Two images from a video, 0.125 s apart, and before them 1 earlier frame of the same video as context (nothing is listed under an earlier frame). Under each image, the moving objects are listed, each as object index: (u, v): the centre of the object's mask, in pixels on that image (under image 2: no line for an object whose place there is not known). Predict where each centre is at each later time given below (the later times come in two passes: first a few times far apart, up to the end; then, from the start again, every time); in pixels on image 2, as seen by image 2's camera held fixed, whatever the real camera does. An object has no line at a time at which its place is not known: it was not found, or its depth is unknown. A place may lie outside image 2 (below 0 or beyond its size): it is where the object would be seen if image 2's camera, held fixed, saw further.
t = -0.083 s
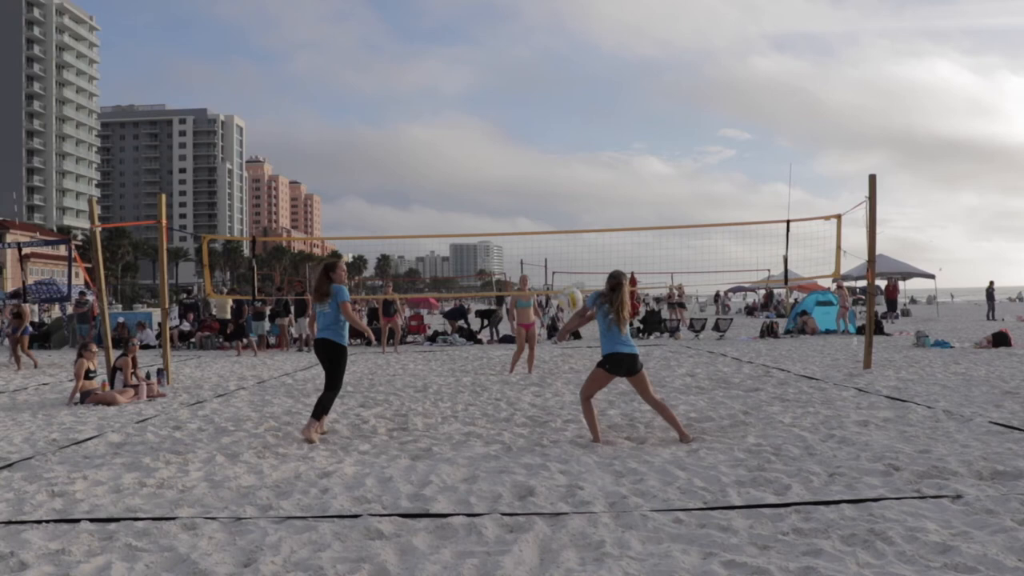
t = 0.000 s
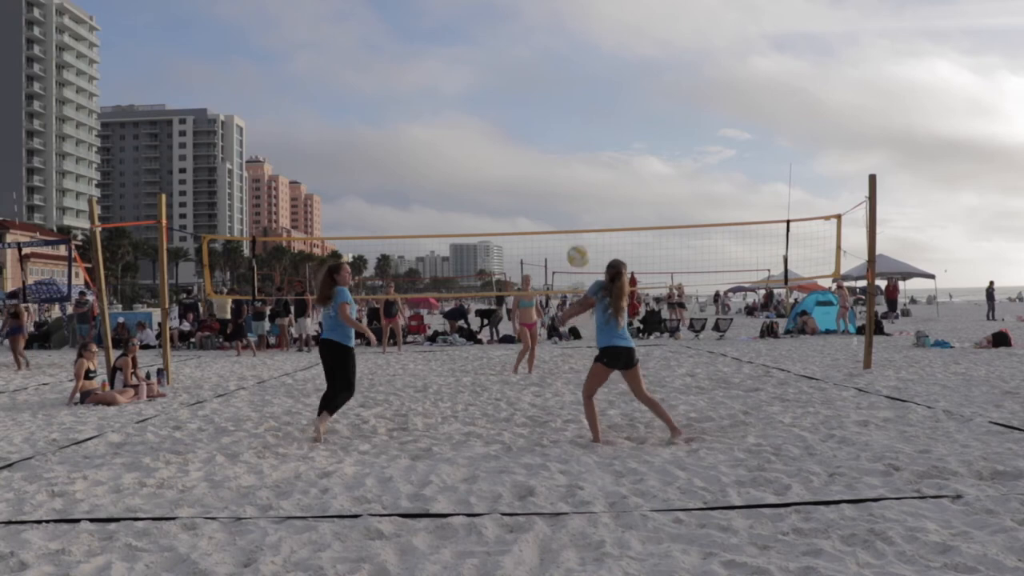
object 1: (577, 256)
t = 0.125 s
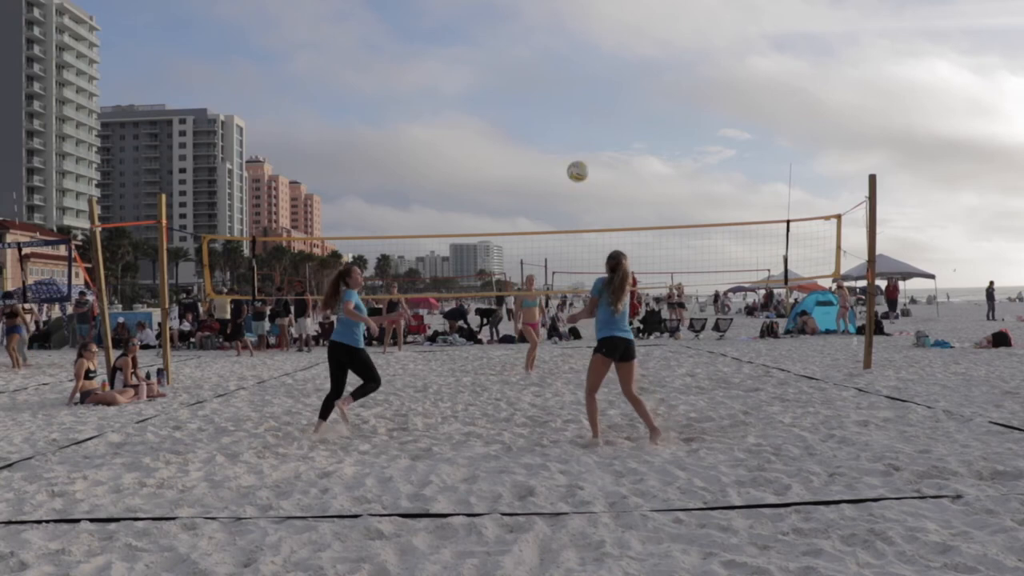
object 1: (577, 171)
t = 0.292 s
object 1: (577, 95)
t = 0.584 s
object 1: (580, 39)
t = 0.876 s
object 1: (582, 52)
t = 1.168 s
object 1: (587, 116)
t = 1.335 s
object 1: (591, 172)
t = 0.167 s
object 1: (577, 149)
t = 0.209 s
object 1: (577, 128)
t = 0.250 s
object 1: (577, 111)
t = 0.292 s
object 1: (577, 95)
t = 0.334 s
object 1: (578, 82)
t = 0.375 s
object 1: (578, 70)
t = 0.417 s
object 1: (578, 61)
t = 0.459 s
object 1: (578, 53)
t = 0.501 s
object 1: (579, 47)
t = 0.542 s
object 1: (579, 42)
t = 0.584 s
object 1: (580, 39)
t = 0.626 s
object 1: (580, 37)
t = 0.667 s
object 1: (581, 37)
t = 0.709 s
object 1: (581, 38)
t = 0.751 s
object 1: (581, 40)
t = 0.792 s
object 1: (582, 42)
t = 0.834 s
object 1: (582, 47)
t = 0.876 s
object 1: (582, 52)
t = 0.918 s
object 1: (583, 58)
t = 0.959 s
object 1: (583, 65)
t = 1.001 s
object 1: (584, 73)
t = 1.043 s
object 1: (585, 83)
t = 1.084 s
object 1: (585, 93)
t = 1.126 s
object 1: (586, 104)
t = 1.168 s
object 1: (587, 116)
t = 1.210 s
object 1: (587, 129)
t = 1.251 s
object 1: (588, 142)
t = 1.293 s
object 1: (589, 157)
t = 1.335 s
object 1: (591, 172)
